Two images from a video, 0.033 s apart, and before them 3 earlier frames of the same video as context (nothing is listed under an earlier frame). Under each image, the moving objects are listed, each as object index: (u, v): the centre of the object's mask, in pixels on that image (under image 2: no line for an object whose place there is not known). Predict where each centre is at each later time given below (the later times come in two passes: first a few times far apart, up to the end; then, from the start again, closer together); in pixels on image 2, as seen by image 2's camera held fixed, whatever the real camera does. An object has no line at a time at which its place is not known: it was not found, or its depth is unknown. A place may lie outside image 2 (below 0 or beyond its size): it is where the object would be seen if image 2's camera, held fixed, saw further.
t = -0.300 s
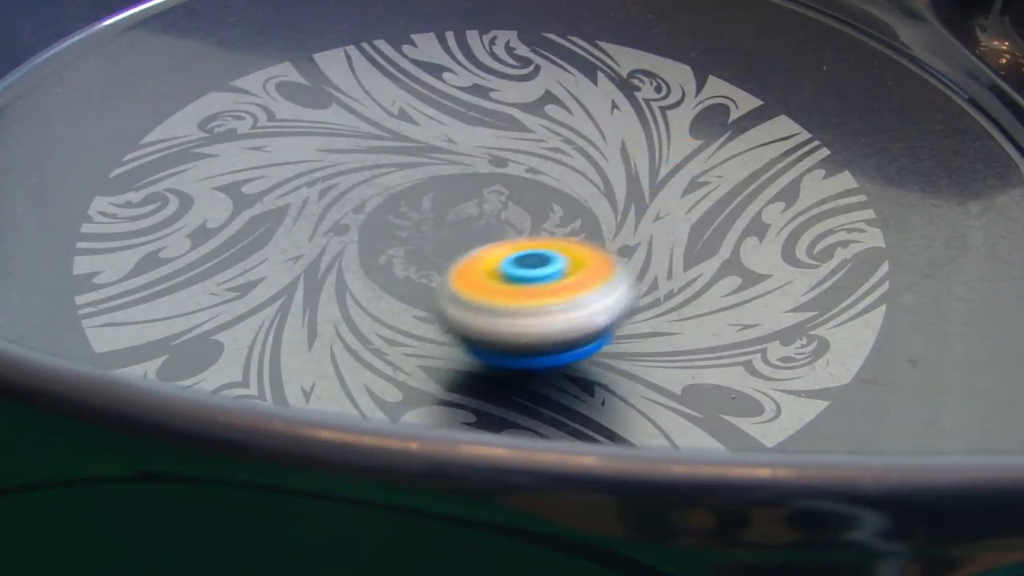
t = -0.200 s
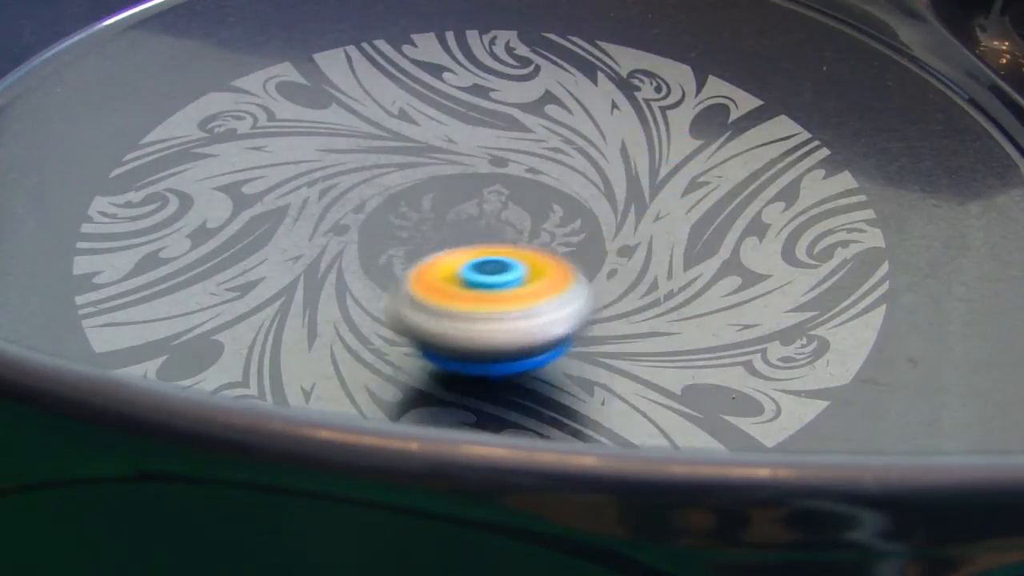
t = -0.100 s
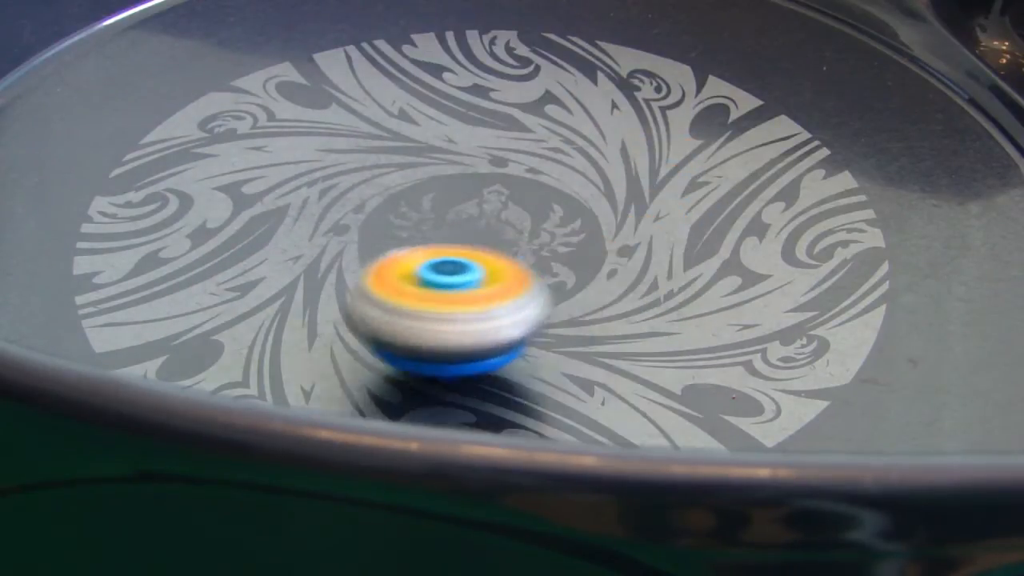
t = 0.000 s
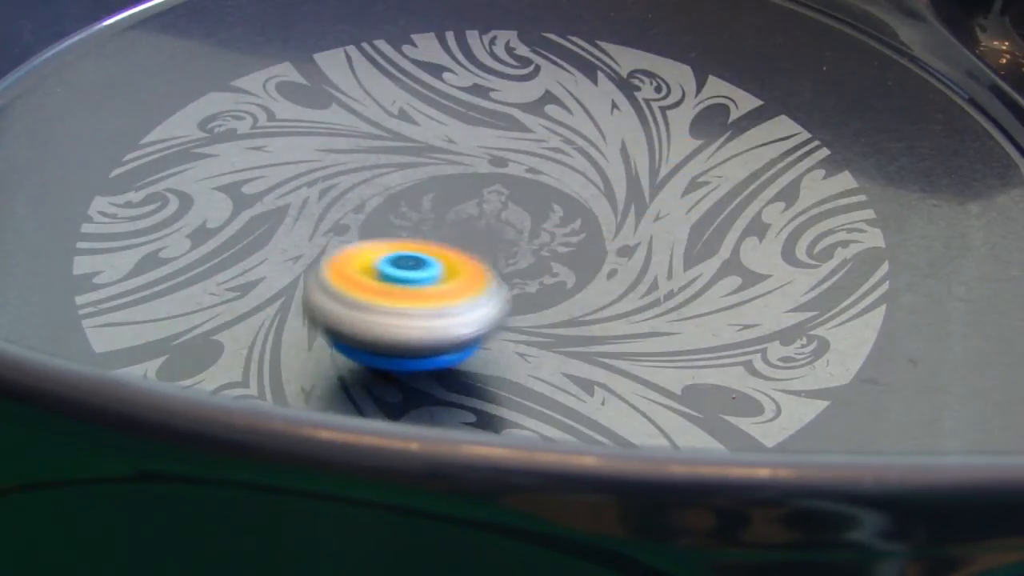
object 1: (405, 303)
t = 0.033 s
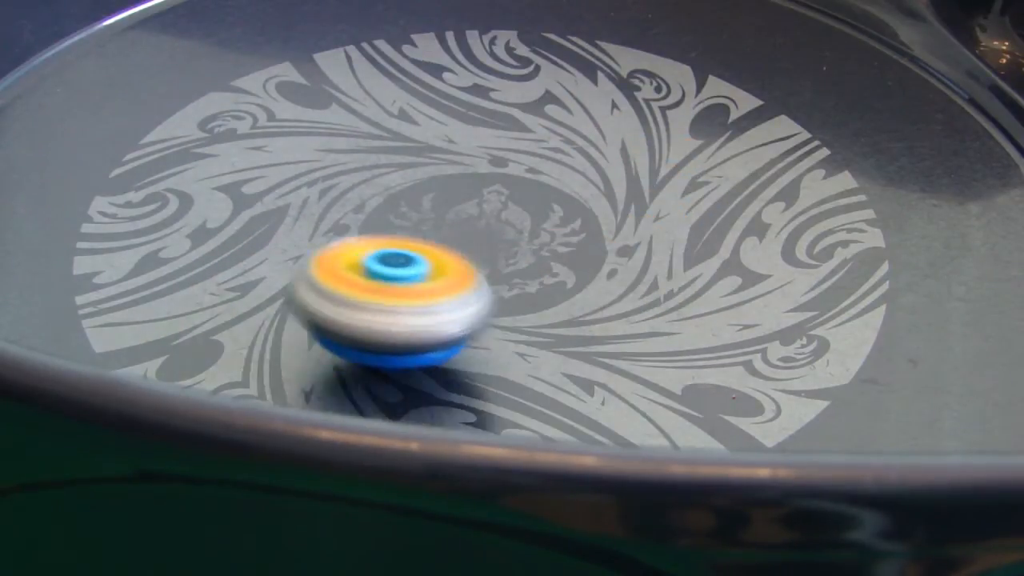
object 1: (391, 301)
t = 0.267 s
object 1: (314, 264)
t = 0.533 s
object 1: (281, 204)
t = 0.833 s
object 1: (313, 138)
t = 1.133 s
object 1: (393, 94)
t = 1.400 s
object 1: (485, 85)
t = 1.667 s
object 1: (572, 103)
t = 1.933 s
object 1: (636, 147)
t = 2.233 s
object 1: (653, 212)
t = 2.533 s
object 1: (597, 272)
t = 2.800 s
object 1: (496, 296)
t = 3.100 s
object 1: (375, 277)
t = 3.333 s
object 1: (318, 236)
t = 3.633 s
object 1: (308, 168)
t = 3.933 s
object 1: (363, 114)
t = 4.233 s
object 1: (452, 89)
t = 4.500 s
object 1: (540, 95)
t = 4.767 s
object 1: (608, 128)
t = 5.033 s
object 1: (639, 181)
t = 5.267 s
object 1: (623, 230)
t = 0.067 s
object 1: (378, 297)
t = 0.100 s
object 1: (365, 292)
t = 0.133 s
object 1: (354, 288)
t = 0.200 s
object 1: (332, 277)
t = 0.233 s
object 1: (323, 271)
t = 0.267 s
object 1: (314, 264)
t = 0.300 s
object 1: (307, 258)
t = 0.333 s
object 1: (300, 250)
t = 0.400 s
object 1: (290, 236)
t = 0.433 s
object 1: (286, 228)
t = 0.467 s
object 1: (284, 220)
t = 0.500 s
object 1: (282, 212)
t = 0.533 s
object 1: (281, 204)
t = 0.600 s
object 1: (283, 189)
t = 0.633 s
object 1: (284, 181)
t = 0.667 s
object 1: (287, 173)
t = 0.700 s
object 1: (291, 165)
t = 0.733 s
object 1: (295, 158)
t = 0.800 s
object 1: (307, 144)
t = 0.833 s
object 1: (313, 138)
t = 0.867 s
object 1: (320, 131)
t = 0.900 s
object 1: (328, 125)
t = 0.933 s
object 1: (336, 120)
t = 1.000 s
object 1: (354, 109)
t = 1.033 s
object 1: (363, 105)
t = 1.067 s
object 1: (373, 101)
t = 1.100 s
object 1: (383, 98)
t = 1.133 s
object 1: (393, 94)
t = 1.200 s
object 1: (416, 89)
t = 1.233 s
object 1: (428, 88)
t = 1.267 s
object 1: (439, 86)
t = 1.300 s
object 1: (450, 85)
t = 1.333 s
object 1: (462, 85)
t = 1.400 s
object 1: (485, 85)
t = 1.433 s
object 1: (497, 86)
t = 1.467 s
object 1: (508, 87)
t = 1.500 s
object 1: (520, 89)
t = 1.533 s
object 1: (530, 90)
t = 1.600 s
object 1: (552, 96)
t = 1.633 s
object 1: (562, 99)
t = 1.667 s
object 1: (572, 103)
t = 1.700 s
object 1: (583, 107)
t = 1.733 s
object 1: (592, 112)
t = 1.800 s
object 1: (609, 123)
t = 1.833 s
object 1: (617, 128)
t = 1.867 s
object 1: (624, 134)
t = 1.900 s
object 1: (631, 140)
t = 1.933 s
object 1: (636, 147)
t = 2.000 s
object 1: (646, 160)
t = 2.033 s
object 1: (649, 167)
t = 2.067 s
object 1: (652, 174)
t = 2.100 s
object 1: (654, 181)
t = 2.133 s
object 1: (655, 189)
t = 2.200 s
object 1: (655, 204)
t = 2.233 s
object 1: (653, 212)
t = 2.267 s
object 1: (651, 219)
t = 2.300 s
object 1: (648, 227)
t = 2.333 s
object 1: (644, 234)
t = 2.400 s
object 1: (632, 247)
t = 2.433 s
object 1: (624, 254)
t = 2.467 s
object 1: (616, 260)
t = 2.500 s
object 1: (607, 266)
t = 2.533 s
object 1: (597, 272)
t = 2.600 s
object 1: (575, 281)
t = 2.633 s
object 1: (562, 285)
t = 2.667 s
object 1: (549, 289)
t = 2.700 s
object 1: (538, 292)
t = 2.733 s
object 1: (524, 294)
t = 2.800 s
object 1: (496, 296)
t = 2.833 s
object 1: (482, 297)
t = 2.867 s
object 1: (467, 297)
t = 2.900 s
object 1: (453, 296)
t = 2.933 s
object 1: (438, 294)
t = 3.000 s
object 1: (412, 289)
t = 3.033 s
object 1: (399, 285)
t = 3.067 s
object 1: (387, 282)
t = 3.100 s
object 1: (375, 277)
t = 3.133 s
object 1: (365, 272)
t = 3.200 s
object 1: (346, 262)
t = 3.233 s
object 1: (337, 256)
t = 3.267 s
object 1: (330, 249)
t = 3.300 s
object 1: (323, 242)
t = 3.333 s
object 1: (318, 236)
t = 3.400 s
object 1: (310, 221)
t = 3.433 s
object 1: (307, 214)
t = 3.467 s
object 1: (305, 206)
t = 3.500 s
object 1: (304, 198)
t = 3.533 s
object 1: (304, 191)
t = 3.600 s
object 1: (306, 176)
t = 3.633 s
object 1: (308, 168)
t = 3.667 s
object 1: (312, 162)
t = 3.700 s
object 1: (315, 155)
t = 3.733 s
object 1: (320, 149)
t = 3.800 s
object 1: (332, 136)
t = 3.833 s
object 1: (339, 130)
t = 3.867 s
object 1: (346, 125)
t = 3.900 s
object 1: (354, 119)
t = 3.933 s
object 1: (363, 114)
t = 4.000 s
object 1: (379, 105)
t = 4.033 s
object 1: (390, 102)
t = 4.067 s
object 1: (400, 99)
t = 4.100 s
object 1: (410, 96)
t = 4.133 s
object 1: (420, 93)
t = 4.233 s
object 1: (452, 89)
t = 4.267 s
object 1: (463, 88)
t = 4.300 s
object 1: (475, 88)
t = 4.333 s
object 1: (485, 88)
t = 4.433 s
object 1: (518, 91)
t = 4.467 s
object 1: (529, 93)
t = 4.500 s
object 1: (540, 95)
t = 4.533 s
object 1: (550, 98)
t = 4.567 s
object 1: (559, 102)
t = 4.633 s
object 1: (577, 109)
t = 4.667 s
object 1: (586, 113)
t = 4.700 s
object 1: (593, 119)
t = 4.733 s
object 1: (601, 123)
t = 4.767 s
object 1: (608, 128)
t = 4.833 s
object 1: (620, 140)
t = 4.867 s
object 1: (625, 146)
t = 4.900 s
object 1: (629, 153)
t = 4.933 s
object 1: (632, 160)
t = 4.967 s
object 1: (636, 166)
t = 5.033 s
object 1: (639, 181)
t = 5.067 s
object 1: (639, 188)
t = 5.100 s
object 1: (639, 195)
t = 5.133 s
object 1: (638, 202)
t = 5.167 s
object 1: (636, 209)
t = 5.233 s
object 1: (628, 223)
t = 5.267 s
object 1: (623, 230)
